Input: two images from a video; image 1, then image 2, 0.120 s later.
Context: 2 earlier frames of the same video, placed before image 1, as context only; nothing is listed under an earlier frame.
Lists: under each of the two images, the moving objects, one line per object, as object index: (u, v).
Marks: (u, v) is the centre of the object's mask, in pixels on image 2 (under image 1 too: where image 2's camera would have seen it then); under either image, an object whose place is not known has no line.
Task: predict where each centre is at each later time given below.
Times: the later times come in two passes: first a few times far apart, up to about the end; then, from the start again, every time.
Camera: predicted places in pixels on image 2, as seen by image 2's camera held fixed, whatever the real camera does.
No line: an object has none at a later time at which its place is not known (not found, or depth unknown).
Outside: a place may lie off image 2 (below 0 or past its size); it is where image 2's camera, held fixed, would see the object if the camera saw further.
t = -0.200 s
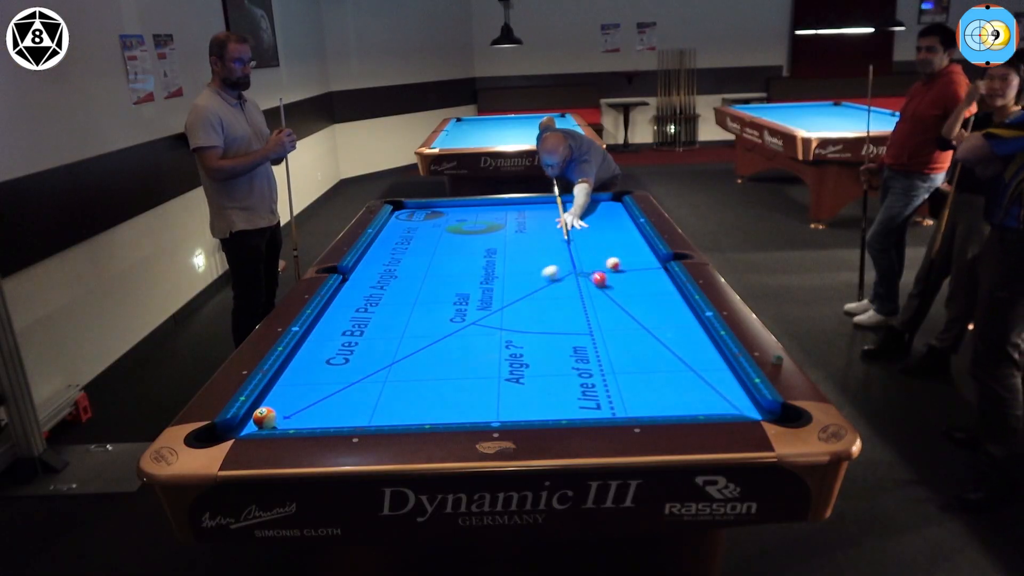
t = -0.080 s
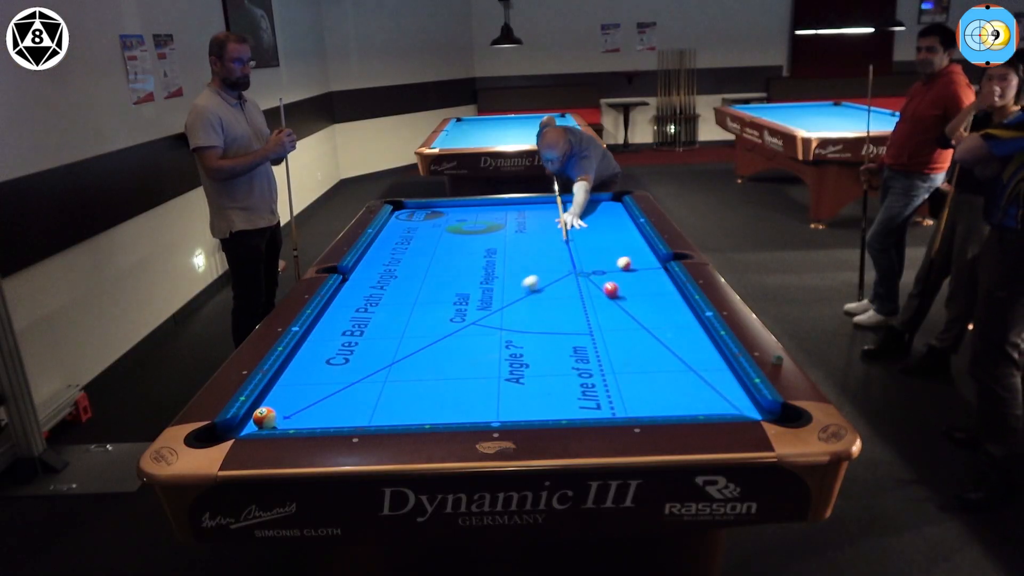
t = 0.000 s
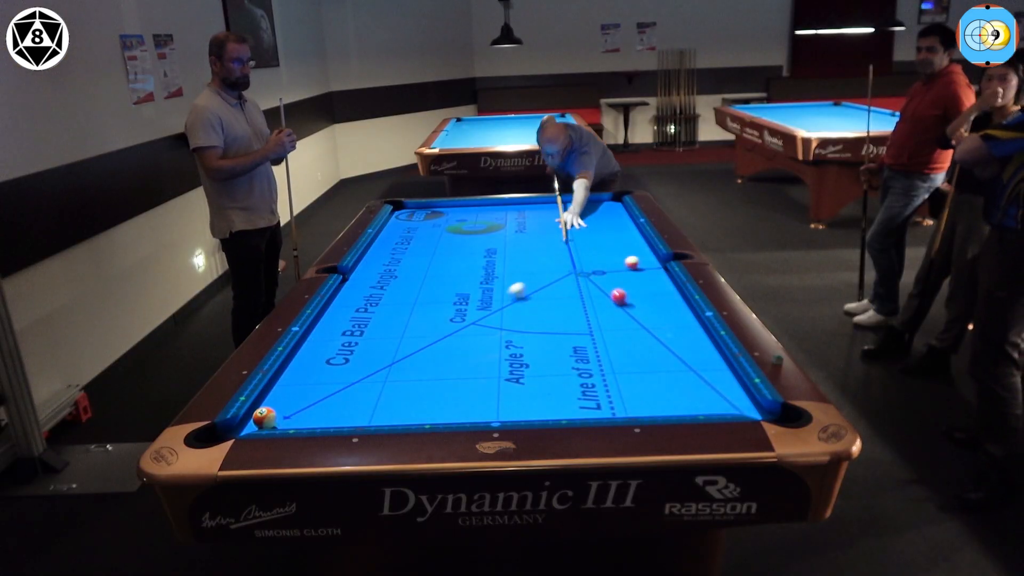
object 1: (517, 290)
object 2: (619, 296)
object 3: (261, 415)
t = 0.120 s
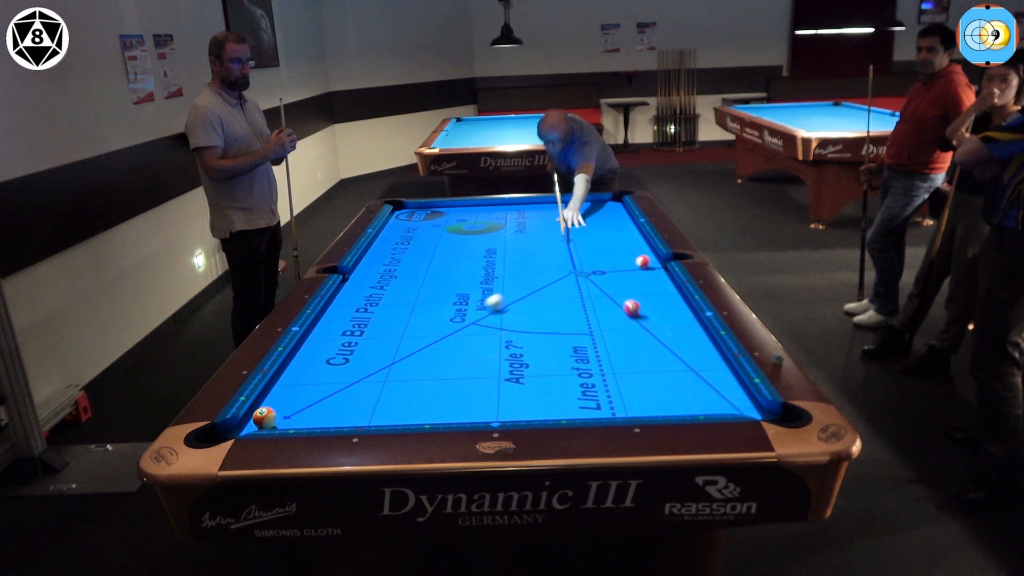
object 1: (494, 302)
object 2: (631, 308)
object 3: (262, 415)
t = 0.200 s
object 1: (479, 310)
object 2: (640, 316)
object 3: (262, 415)
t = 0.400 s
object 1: (435, 334)
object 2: (665, 338)
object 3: (261, 415)
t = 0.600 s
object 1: (386, 361)
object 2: (693, 363)
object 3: (261, 415)
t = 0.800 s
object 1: (327, 392)
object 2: (727, 393)
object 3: (261, 415)
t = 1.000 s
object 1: (284, 421)
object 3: (241, 421)
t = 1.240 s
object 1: (293, 407)
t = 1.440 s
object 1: (300, 393)
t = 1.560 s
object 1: (304, 384)
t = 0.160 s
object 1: (487, 306)
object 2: (636, 312)
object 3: (261, 415)
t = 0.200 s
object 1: (479, 310)
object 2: (640, 316)
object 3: (262, 415)
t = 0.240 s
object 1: (471, 315)
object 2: (645, 320)
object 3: (261, 415)
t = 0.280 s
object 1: (462, 319)
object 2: (650, 325)
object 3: (261, 415)
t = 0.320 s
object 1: (453, 324)
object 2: (655, 329)
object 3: (261, 415)
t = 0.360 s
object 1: (444, 329)
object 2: (660, 334)
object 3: (261, 415)
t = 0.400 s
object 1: (435, 334)
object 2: (665, 338)
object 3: (261, 415)
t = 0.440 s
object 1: (426, 338)
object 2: (670, 343)
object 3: (261, 415)
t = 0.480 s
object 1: (416, 344)
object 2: (676, 348)
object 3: (261, 415)
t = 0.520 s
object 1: (406, 349)
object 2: (682, 353)
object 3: (261, 415)
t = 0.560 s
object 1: (396, 355)
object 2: (688, 358)
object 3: (261, 415)
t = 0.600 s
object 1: (386, 361)
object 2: (693, 363)
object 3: (261, 415)
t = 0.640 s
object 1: (374, 366)
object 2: (700, 368)
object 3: (261, 415)
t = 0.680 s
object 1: (363, 372)
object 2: (706, 374)
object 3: (261, 415)
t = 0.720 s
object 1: (352, 378)
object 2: (713, 380)
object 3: (261, 415)
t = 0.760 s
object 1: (339, 385)
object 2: (720, 387)
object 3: (261, 415)
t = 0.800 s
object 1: (327, 392)
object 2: (727, 393)
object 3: (261, 415)
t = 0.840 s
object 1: (315, 398)
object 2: (734, 399)
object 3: (261, 415)
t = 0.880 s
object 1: (301, 405)
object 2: (742, 405)
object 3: (261, 415)
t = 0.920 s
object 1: (289, 413)
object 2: (753, 410)
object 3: (260, 414)
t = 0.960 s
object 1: (287, 418)
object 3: (251, 417)
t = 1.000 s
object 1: (284, 421)
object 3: (241, 421)
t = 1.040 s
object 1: (284, 421)
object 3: (236, 424)
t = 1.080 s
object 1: (286, 419)
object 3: (231, 428)
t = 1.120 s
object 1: (288, 417)
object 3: (227, 434)
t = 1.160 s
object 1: (290, 413)
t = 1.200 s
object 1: (291, 410)
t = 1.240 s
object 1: (293, 407)
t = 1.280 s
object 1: (294, 404)
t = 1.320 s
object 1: (296, 401)
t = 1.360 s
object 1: (297, 398)
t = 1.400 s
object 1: (298, 396)
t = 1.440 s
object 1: (300, 393)
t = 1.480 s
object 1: (301, 390)
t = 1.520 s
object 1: (302, 387)
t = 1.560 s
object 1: (304, 384)
